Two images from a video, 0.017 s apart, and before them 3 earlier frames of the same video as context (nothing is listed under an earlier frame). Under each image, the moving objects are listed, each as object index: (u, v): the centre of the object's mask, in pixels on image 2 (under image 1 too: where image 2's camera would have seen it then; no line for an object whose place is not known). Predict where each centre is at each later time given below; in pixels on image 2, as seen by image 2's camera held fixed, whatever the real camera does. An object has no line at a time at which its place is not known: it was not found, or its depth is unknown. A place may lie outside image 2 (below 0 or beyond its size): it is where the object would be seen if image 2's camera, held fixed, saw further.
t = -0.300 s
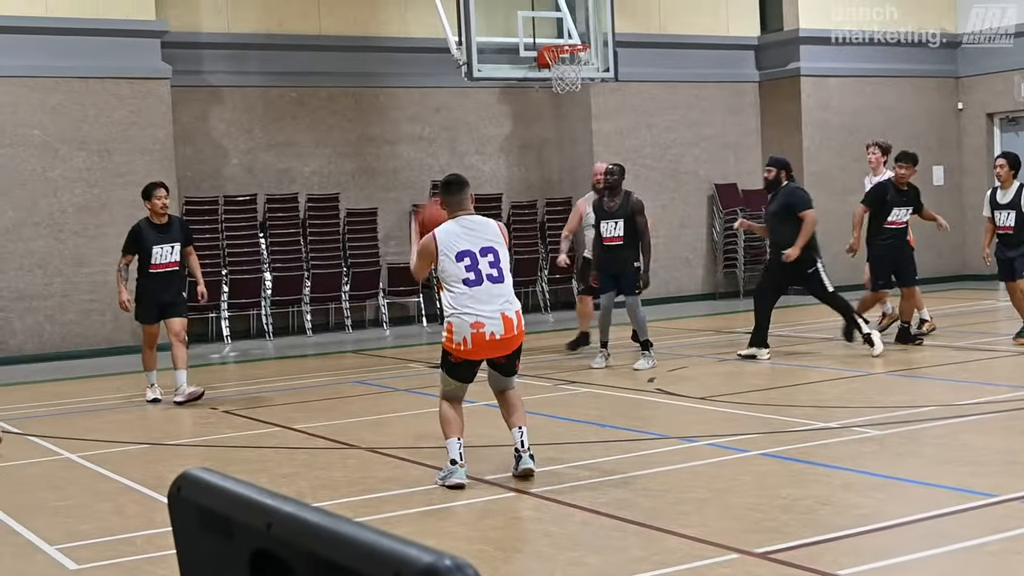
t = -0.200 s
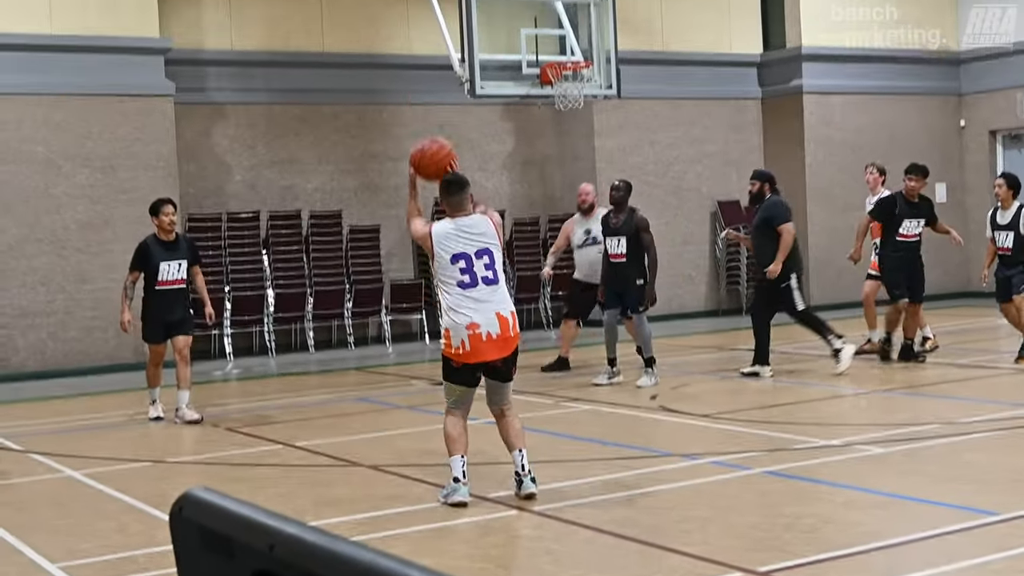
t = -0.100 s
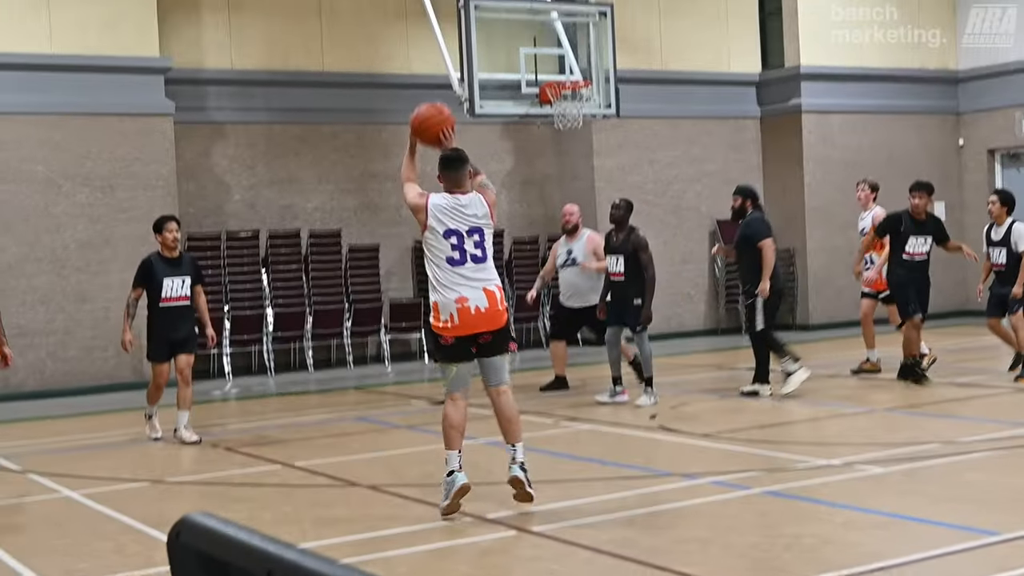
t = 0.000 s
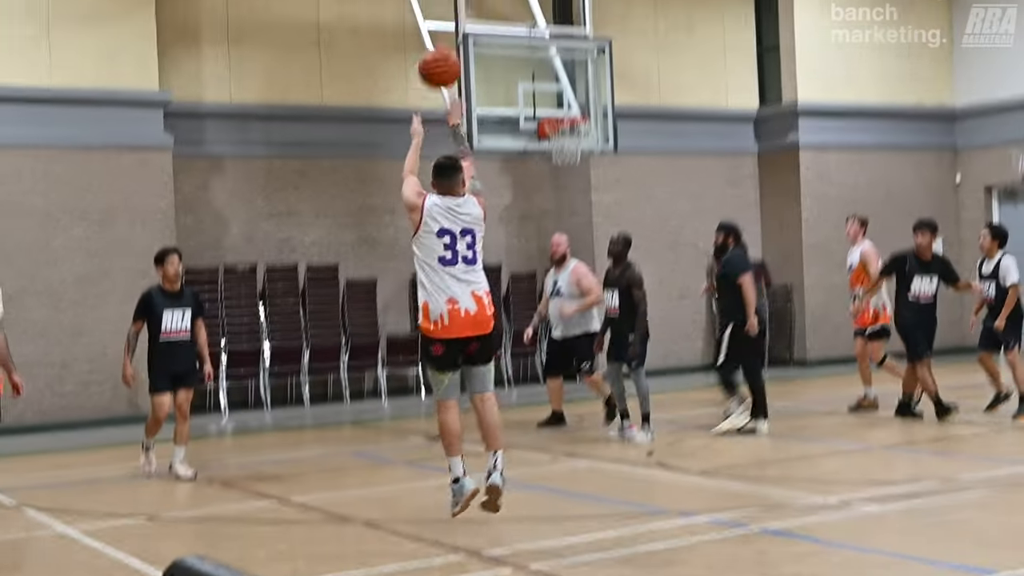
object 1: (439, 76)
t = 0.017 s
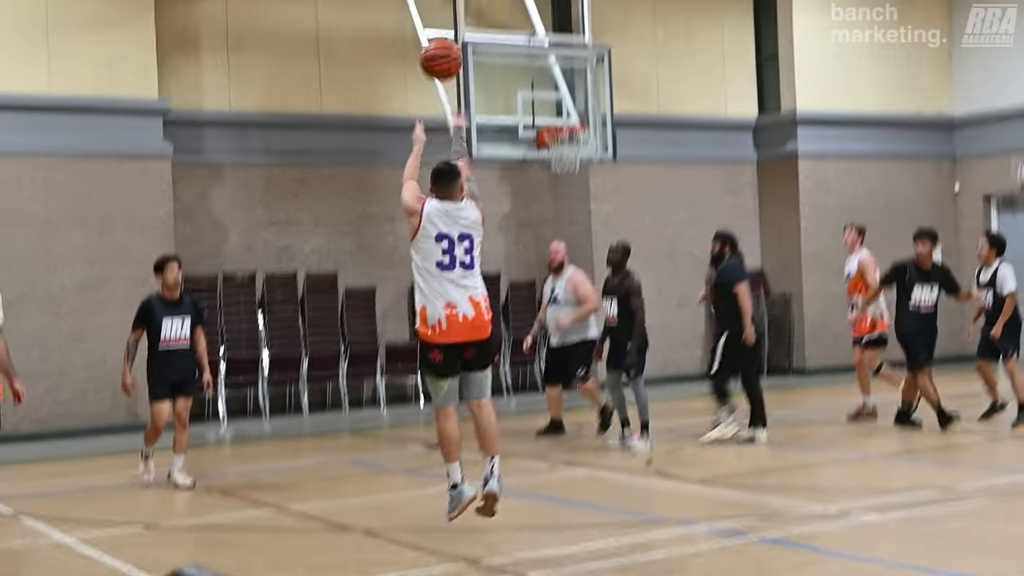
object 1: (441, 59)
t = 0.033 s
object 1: (444, 43)
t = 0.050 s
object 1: (445, 29)
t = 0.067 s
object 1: (447, 15)
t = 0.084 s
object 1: (449, 2)
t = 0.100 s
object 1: (450, -10)
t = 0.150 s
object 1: (458, -45)
